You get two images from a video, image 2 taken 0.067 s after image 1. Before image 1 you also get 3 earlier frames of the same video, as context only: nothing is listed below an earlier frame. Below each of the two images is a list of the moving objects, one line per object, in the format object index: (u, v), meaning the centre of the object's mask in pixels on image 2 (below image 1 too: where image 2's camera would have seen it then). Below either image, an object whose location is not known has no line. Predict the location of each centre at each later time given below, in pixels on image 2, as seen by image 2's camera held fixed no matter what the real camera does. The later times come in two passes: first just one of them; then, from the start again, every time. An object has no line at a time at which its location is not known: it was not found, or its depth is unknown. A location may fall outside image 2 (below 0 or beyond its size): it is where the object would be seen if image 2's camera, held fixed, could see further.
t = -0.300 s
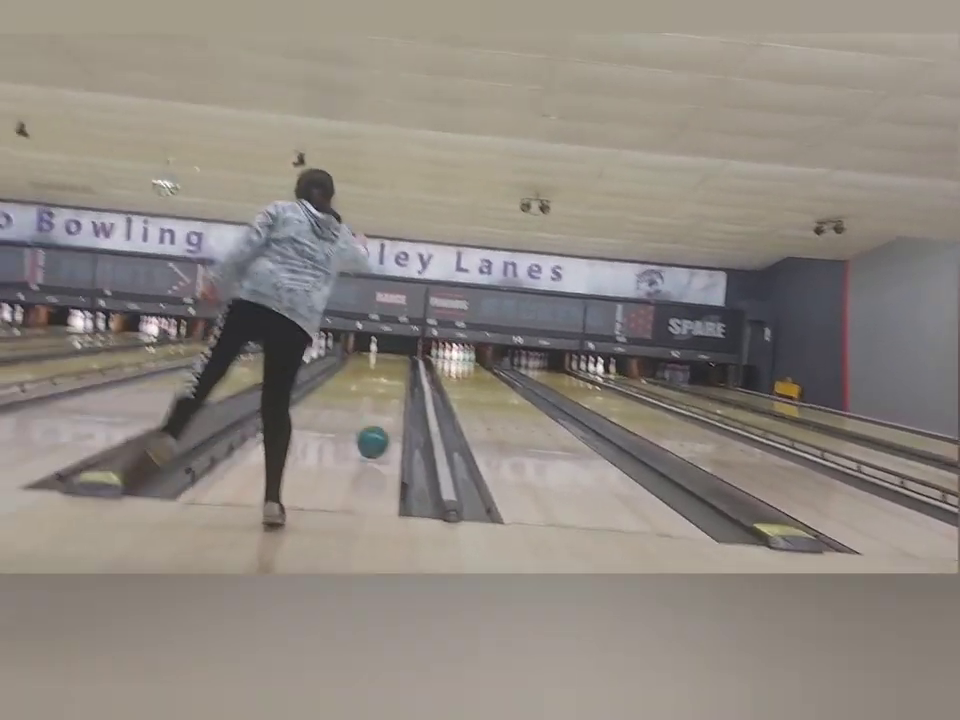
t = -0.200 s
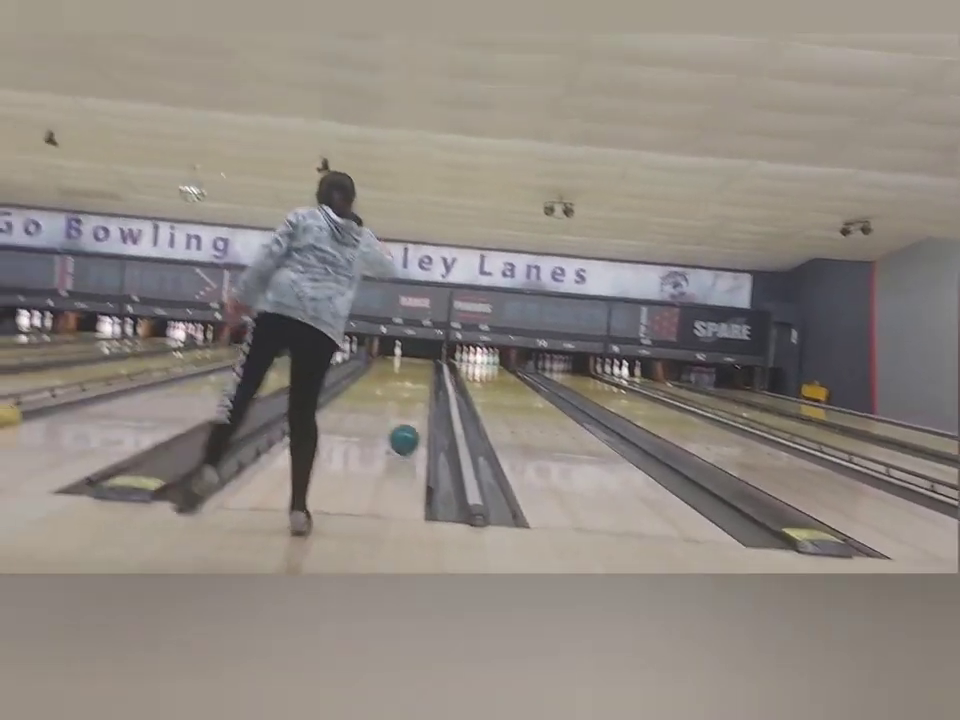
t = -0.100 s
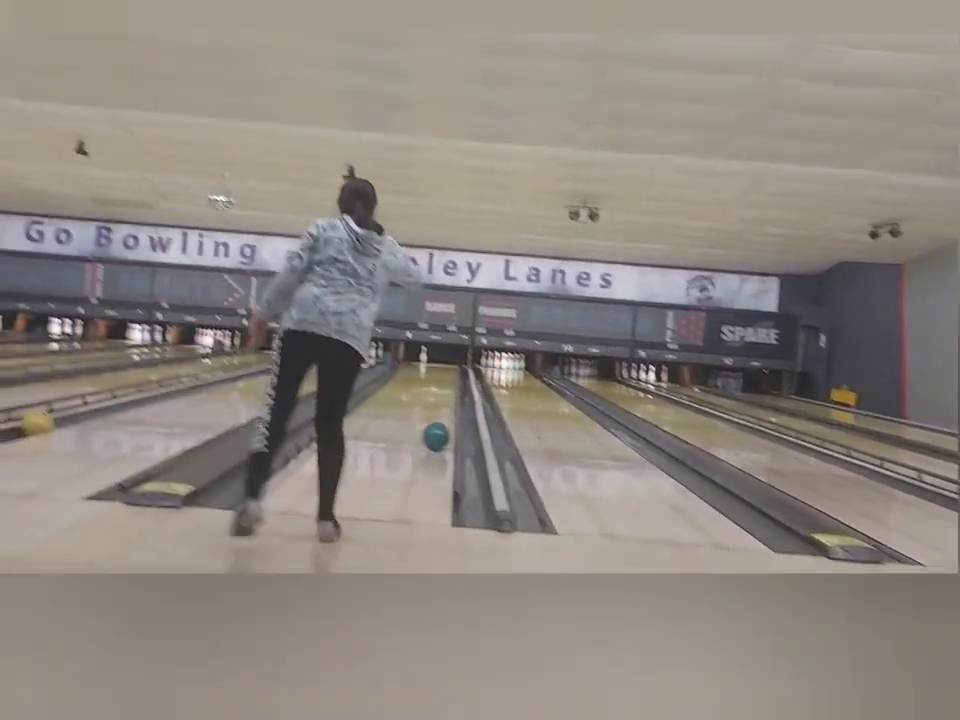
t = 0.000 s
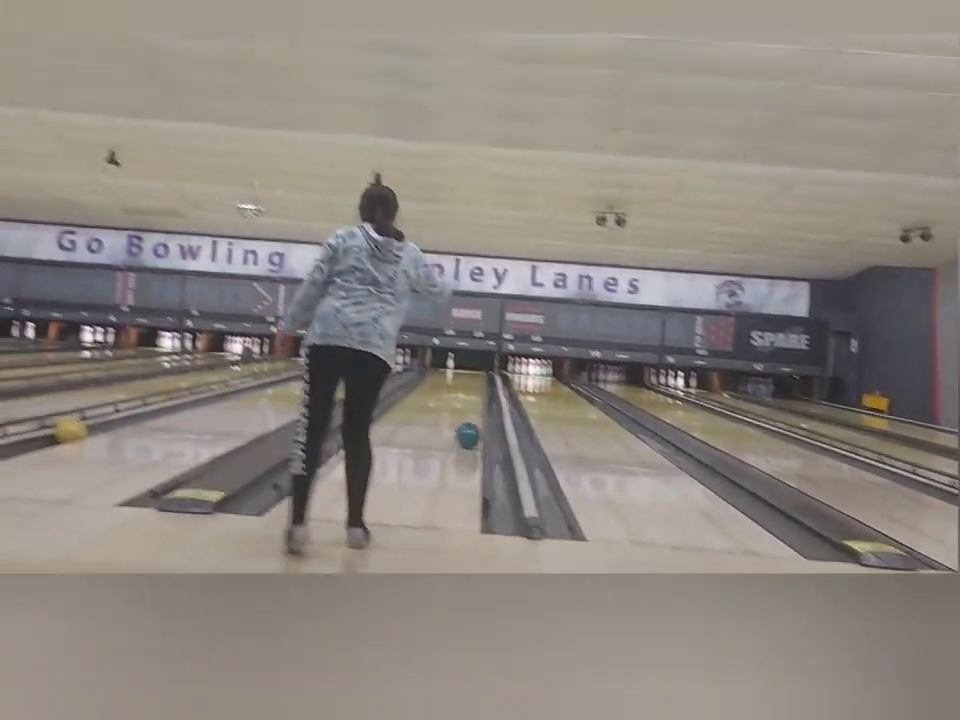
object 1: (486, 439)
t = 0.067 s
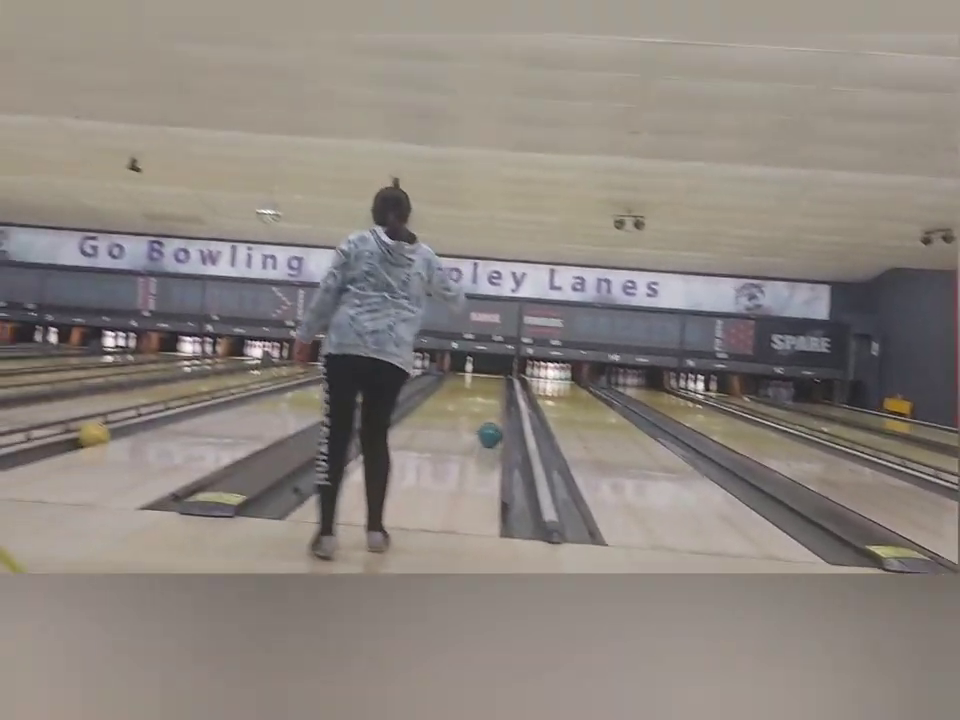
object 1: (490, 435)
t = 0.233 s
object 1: (496, 425)
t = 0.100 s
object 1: (491, 433)
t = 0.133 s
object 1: (493, 431)
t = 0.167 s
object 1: (494, 429)
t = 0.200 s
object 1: (495, 427)
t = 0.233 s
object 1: (496, 425)
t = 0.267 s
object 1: (496, 424)
